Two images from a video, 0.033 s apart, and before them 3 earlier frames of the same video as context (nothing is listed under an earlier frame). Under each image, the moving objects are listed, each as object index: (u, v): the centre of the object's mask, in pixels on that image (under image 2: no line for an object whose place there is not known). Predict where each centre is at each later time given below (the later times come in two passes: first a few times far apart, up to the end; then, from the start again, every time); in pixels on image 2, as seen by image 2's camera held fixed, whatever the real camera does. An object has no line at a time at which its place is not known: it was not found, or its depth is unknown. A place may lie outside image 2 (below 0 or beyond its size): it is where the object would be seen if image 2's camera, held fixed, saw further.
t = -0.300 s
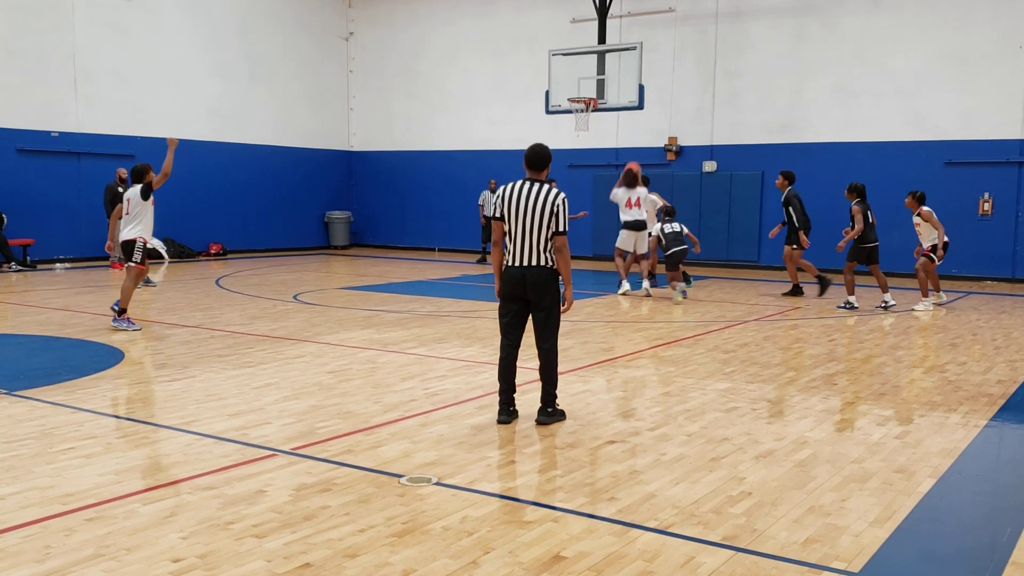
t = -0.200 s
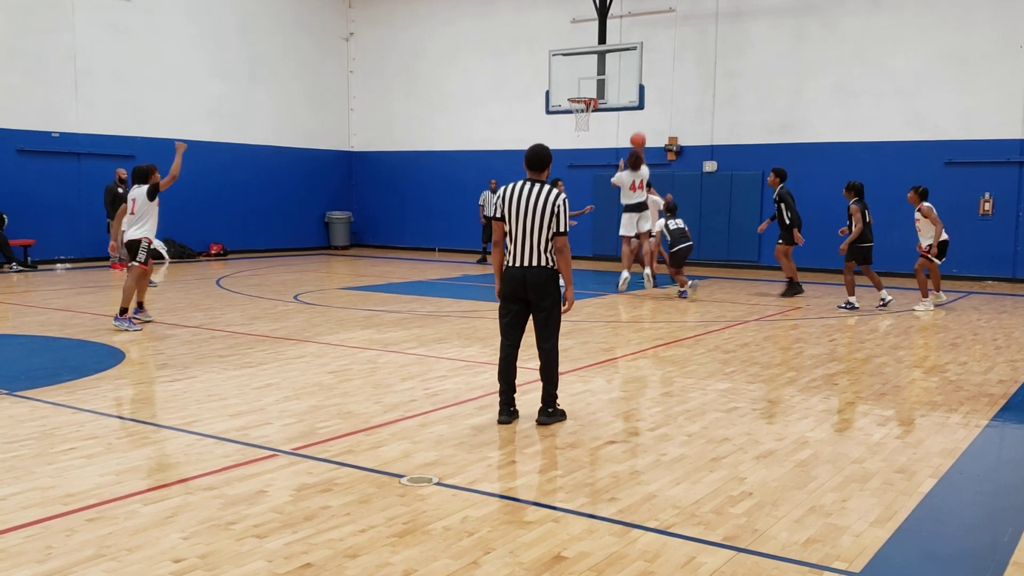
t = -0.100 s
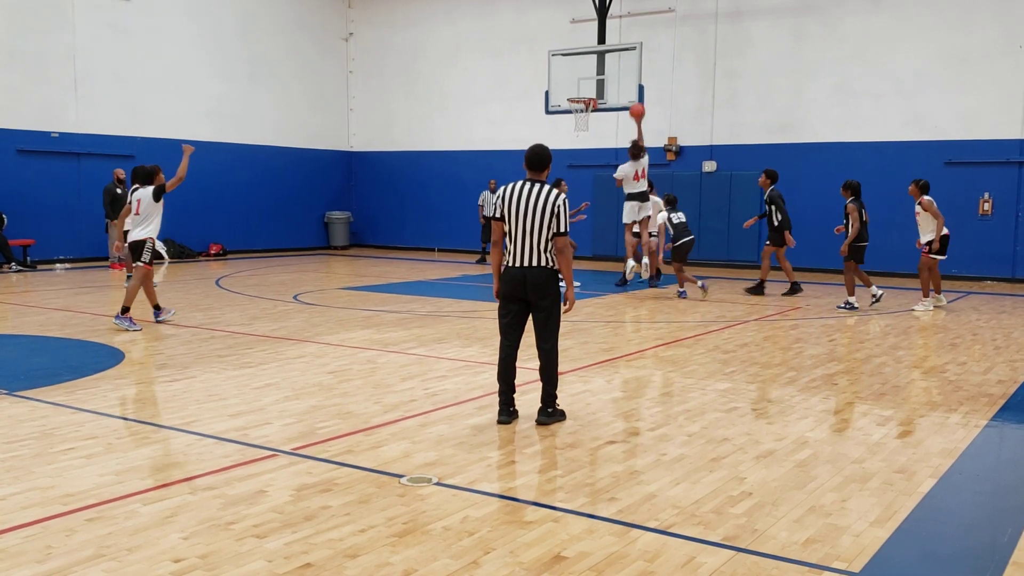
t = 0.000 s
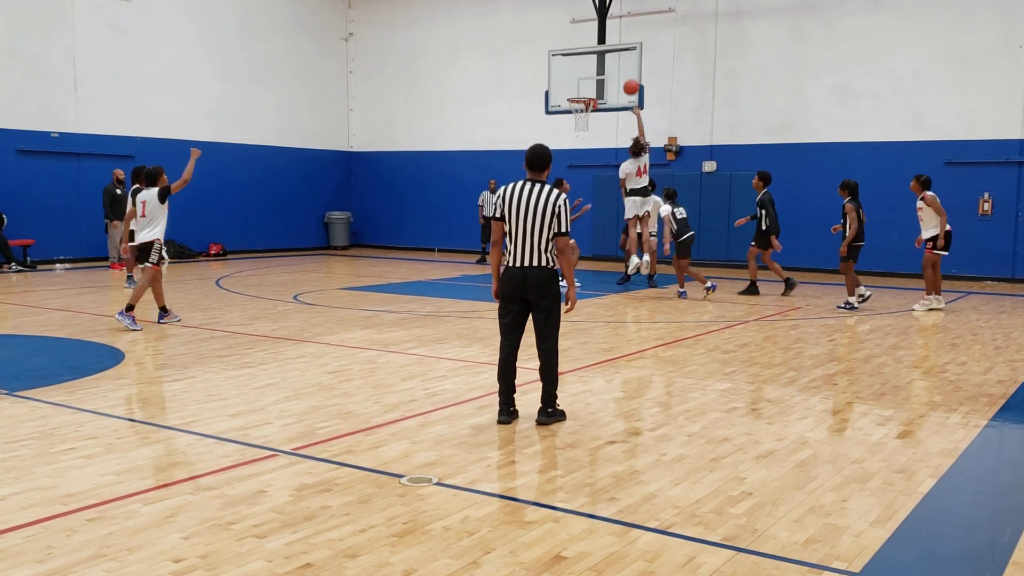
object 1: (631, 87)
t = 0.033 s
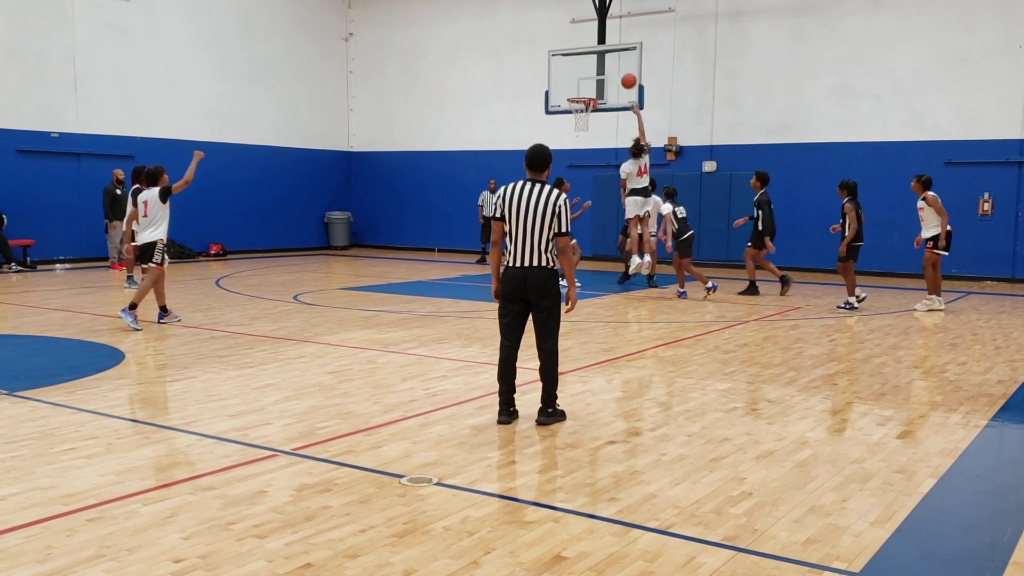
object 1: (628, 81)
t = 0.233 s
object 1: (616, 60)
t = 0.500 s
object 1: (599, 71)
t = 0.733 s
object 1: (580, 90)
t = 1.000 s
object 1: (548, 107)
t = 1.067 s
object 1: (540, 117)
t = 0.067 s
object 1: (626, 75)
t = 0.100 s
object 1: (624, 71)
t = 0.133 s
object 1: (622, 67)
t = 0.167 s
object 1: (620, 64)
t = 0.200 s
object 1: (618, 61)
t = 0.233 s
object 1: (616, 60)
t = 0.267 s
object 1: (613, 59)
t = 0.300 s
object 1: (611, 58)
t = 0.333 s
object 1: (609, 59)
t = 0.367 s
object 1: (607, 60)
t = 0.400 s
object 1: (605, 62)
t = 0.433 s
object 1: (603, 64)
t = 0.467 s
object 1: (601, 68)
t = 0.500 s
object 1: (599, 71)
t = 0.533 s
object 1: (597, 76)
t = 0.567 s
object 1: (595, 81)
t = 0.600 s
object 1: (593, 86)
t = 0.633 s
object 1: (591, 92)
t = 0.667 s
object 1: (588, 93)
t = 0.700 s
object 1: (584, 91)
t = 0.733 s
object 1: (580, 90)
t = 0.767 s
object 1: (576, 90)
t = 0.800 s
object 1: (571, 91)
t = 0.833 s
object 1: (568, 92)
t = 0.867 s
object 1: (563, 94)
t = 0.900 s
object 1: (559, 96)
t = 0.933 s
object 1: (556, 99)
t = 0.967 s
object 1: (552, 103)
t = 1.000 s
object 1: (548, 107)
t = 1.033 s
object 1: (544, 112)
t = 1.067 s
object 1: (540, 117)
